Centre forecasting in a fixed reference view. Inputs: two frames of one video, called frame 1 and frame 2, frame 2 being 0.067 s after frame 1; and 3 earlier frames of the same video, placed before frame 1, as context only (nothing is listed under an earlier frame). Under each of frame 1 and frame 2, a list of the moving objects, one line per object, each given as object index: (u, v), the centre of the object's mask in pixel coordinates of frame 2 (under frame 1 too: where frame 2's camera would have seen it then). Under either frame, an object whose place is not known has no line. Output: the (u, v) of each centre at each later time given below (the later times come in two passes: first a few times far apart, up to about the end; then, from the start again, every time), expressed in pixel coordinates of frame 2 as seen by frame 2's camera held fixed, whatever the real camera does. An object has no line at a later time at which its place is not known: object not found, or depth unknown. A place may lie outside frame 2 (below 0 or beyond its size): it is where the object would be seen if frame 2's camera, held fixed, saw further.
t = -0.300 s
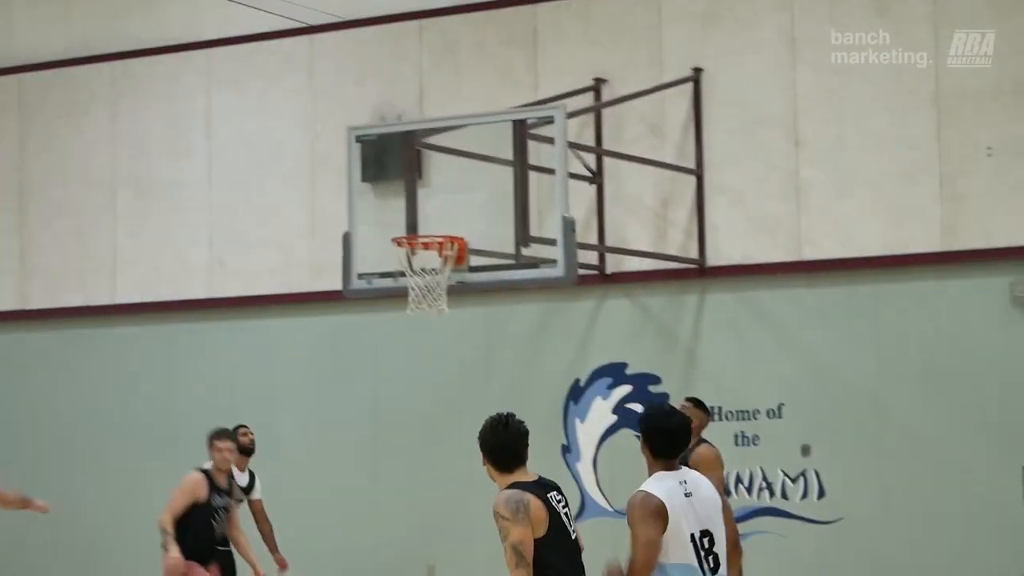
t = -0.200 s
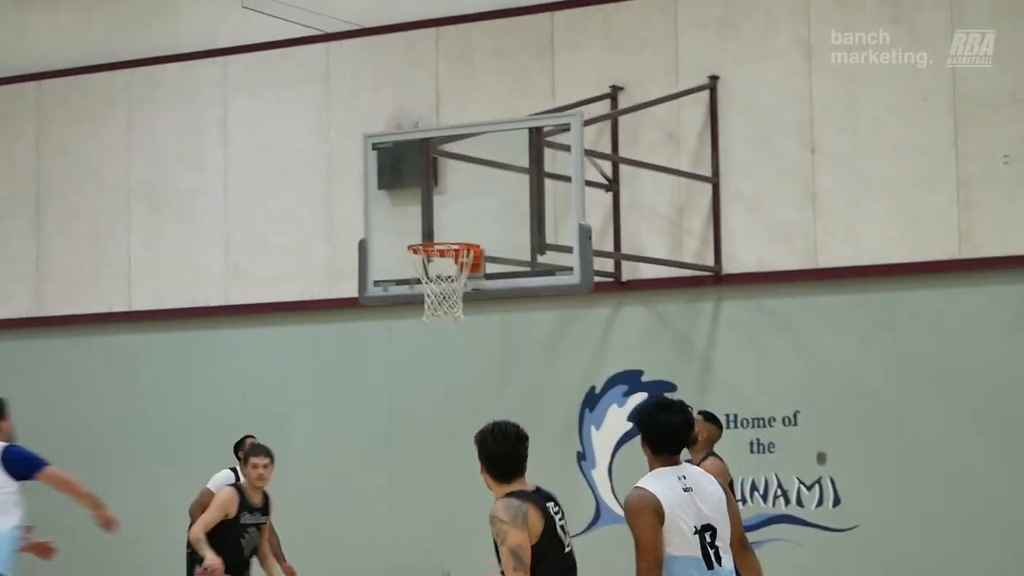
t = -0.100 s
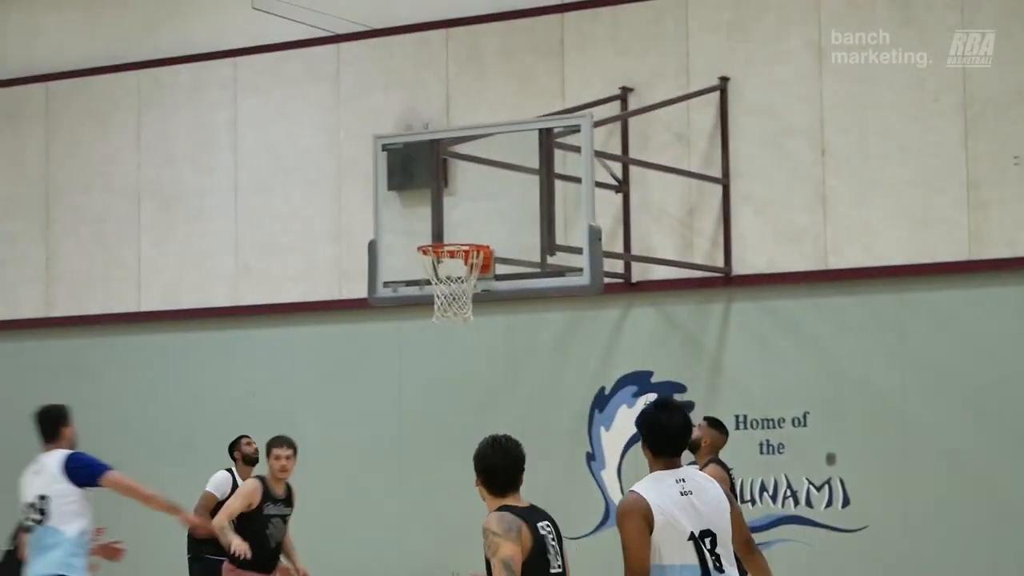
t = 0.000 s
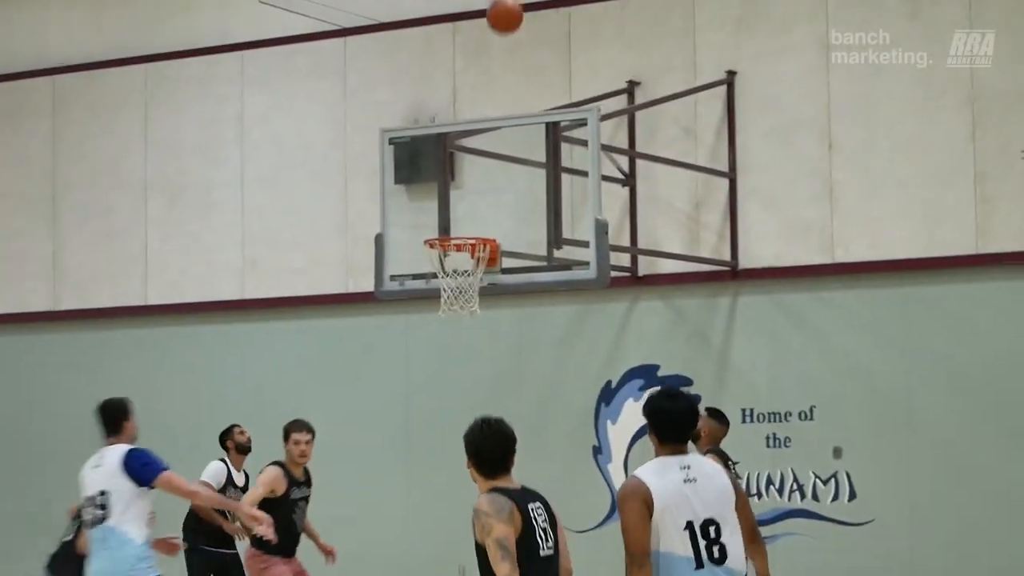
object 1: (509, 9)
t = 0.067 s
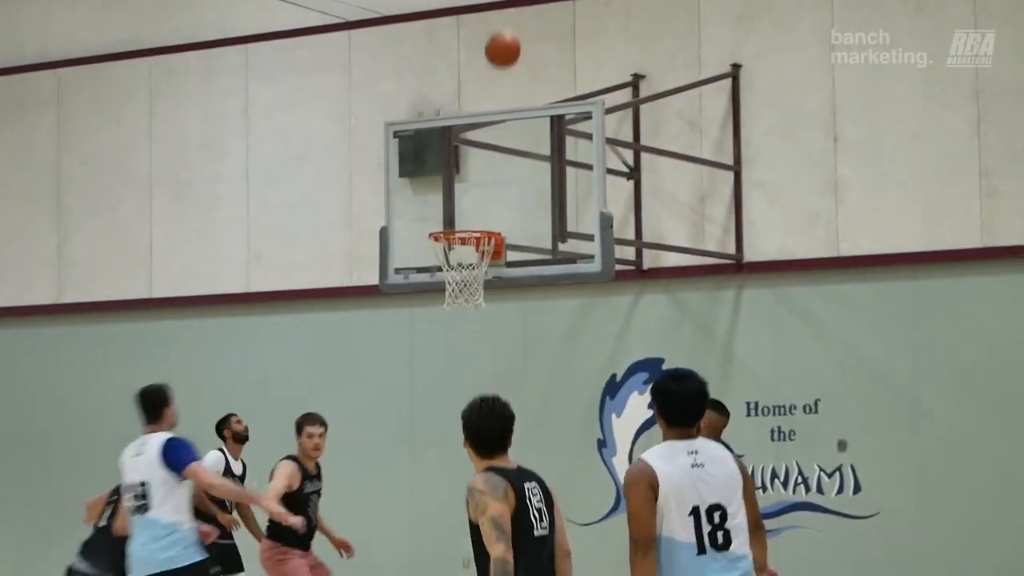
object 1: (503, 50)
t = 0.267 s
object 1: (483, 199)
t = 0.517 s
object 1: (441, 284)
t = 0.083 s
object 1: (501, 61)
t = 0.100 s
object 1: (499, 72)
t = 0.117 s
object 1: (497, 83)
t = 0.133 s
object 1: (496, 95)
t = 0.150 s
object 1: (494, 107)
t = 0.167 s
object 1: (492, 120)
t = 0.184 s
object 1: (491, 133)
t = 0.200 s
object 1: (490, 146)
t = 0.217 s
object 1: (487, 159)
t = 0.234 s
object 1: (486, 172)
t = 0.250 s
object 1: (485, 185)
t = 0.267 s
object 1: (483, 199)
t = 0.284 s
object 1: (481, 212)
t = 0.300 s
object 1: (480, 221)
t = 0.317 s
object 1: (477, 238)
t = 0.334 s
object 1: (473, 248)
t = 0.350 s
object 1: (469, 252)
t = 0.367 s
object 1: (464, 262)
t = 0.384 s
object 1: (464, 266)
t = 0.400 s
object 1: (459, 265)
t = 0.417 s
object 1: (457, 273)
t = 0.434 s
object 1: (455, 282)
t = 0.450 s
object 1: (453, 284)
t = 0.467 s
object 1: (450, 282)
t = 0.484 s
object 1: (448, 281)
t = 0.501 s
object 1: (444, 283)
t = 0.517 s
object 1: (441, 284)
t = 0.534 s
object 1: (440, 288)
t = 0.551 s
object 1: (437, 290)
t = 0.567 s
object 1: (435, 294)
